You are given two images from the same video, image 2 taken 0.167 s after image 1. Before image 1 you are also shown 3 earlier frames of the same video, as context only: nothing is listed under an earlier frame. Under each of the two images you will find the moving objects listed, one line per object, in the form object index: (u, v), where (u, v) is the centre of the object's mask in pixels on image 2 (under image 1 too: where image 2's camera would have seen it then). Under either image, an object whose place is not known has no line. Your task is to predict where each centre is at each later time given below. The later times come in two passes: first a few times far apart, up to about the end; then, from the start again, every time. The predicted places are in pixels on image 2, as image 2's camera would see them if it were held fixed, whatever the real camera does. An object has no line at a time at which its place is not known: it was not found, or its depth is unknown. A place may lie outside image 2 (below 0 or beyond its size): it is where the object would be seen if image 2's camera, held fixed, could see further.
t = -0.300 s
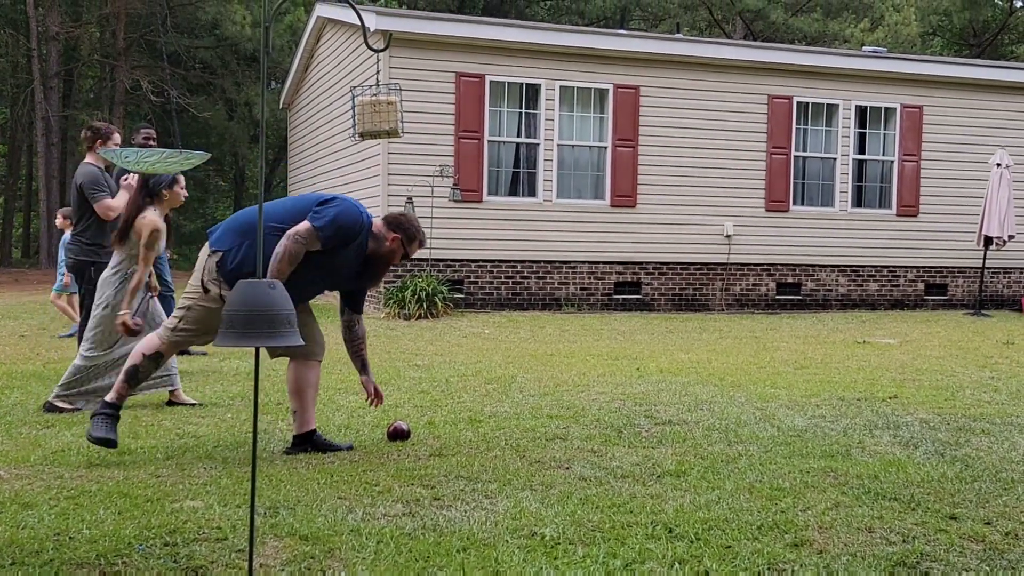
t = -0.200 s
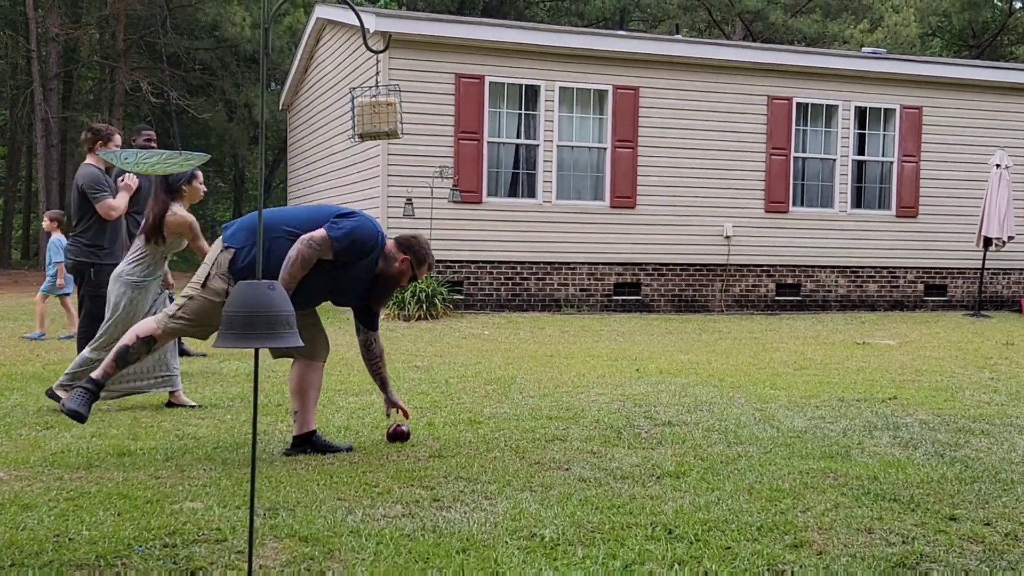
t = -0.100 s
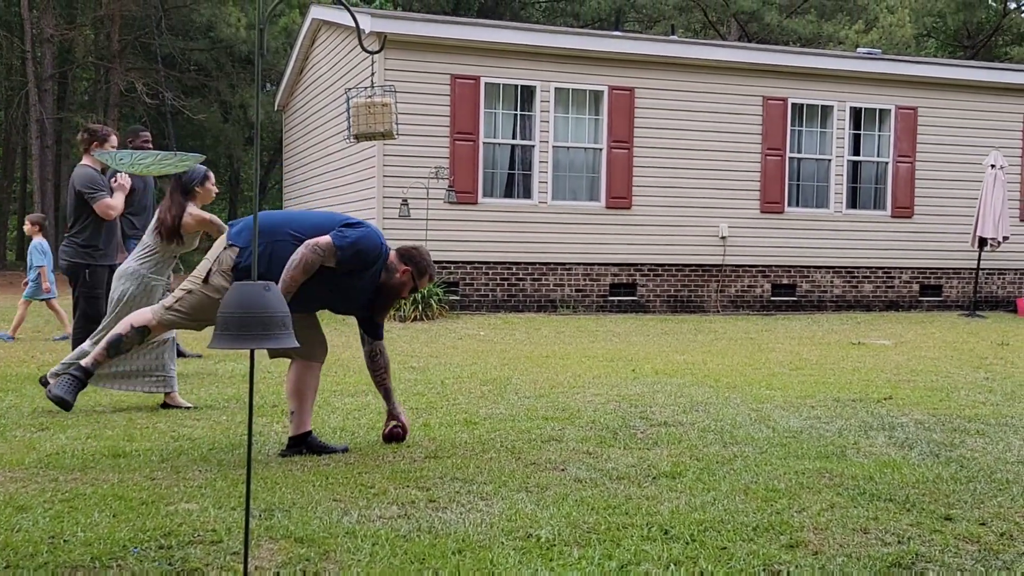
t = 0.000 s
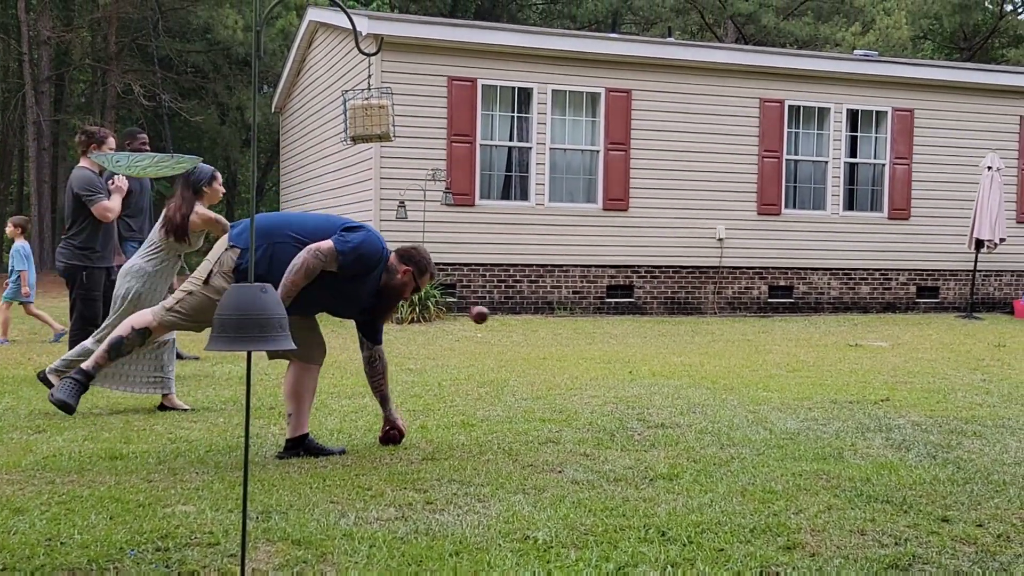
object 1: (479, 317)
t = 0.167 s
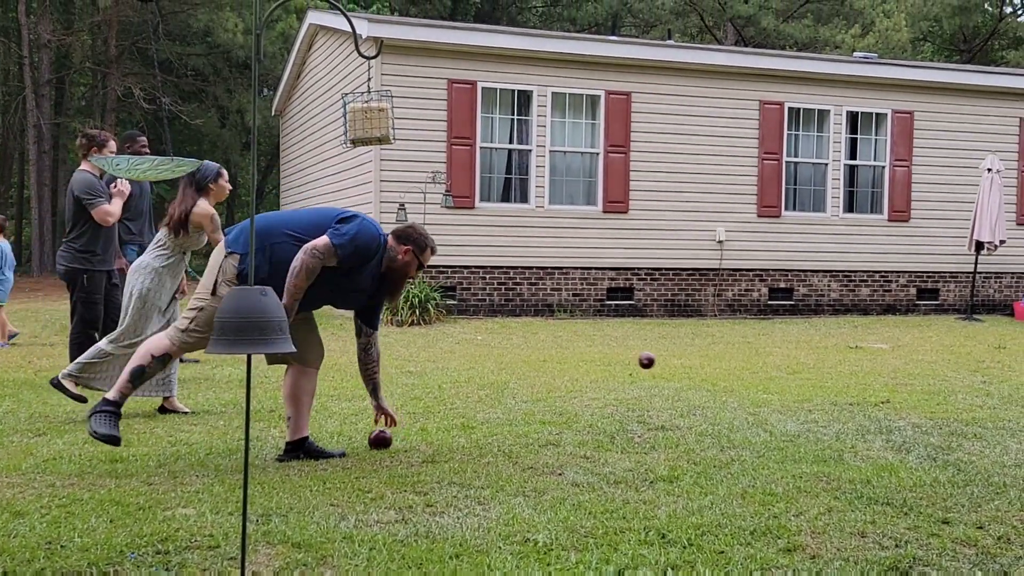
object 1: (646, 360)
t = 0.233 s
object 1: (708, 387)
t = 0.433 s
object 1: (832, 377)
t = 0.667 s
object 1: (960, 383)
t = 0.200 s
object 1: (678, 373)
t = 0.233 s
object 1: (708, 387)
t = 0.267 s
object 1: (732, 387)
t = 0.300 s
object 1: (753, 382)
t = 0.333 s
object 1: (773, 378)
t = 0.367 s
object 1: (793, 376)
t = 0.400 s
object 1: (812, 376)
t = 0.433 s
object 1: (832, 377)
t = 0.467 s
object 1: (850, 380)
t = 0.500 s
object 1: (870, 384)
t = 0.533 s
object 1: (888, 386)
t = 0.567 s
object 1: (907, 383)
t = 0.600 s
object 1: (925, 382)
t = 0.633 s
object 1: (943, 382)
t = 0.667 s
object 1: (960, 383)
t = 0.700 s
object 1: (978, 384)
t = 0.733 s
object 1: (994, 382)
